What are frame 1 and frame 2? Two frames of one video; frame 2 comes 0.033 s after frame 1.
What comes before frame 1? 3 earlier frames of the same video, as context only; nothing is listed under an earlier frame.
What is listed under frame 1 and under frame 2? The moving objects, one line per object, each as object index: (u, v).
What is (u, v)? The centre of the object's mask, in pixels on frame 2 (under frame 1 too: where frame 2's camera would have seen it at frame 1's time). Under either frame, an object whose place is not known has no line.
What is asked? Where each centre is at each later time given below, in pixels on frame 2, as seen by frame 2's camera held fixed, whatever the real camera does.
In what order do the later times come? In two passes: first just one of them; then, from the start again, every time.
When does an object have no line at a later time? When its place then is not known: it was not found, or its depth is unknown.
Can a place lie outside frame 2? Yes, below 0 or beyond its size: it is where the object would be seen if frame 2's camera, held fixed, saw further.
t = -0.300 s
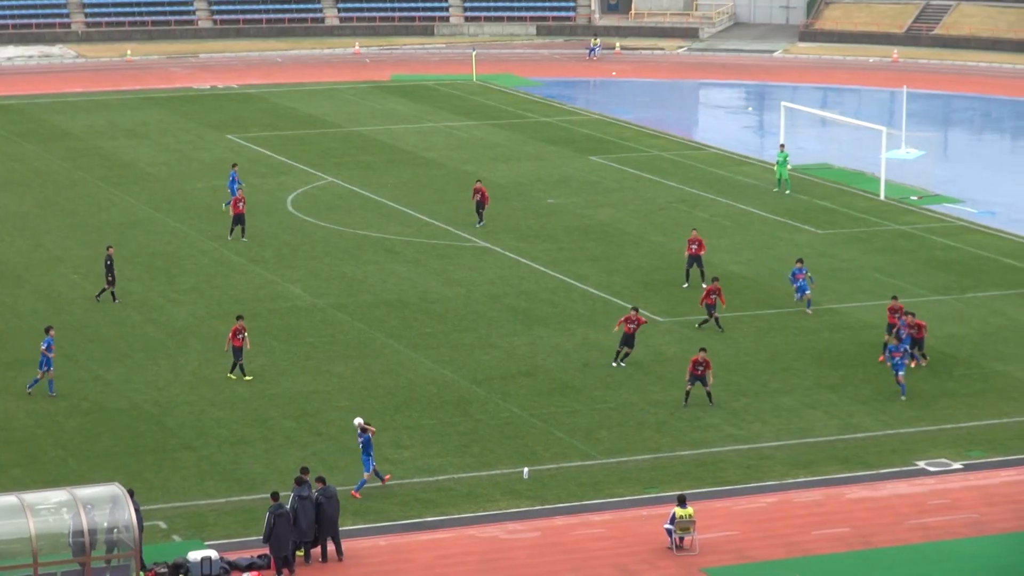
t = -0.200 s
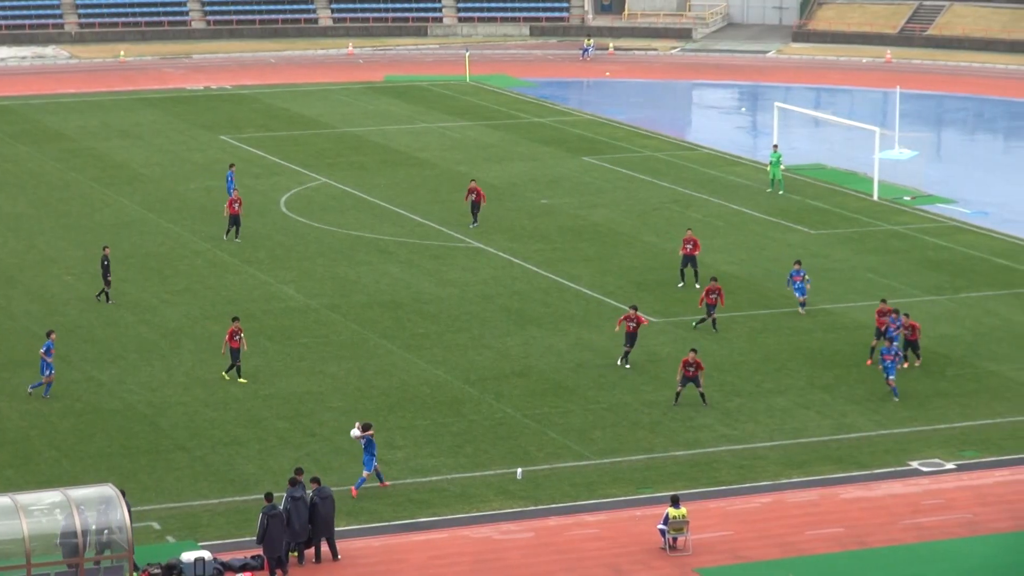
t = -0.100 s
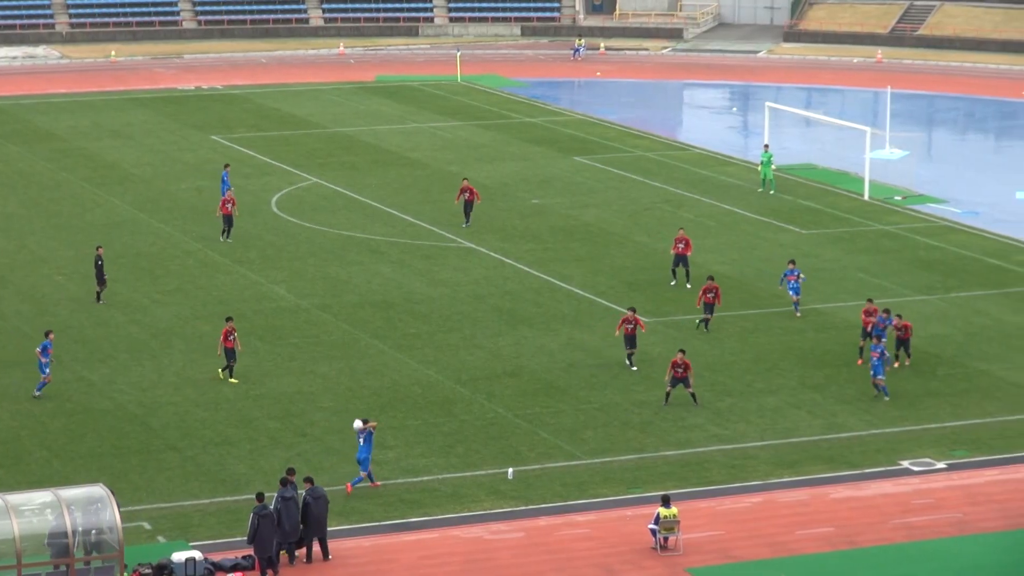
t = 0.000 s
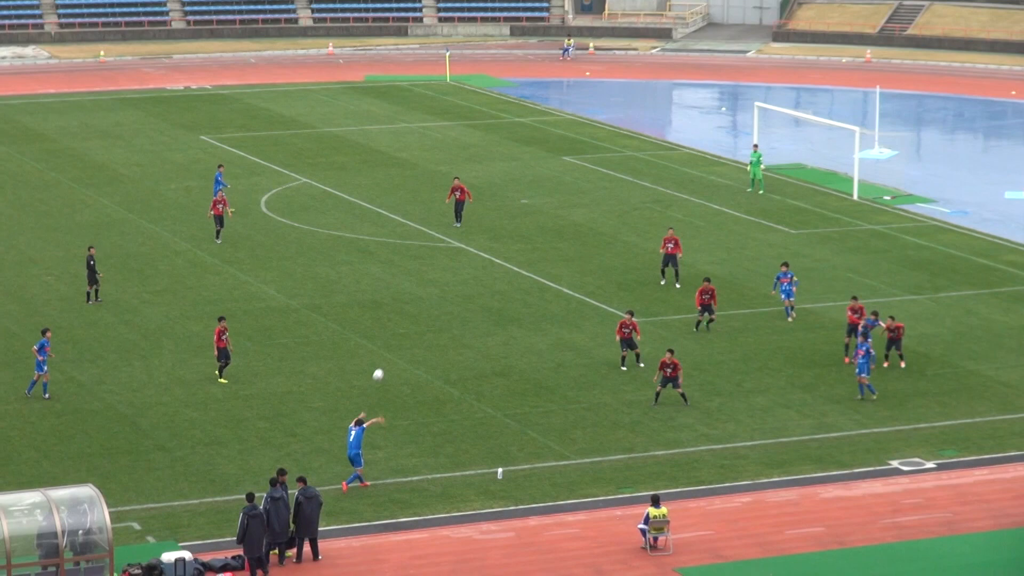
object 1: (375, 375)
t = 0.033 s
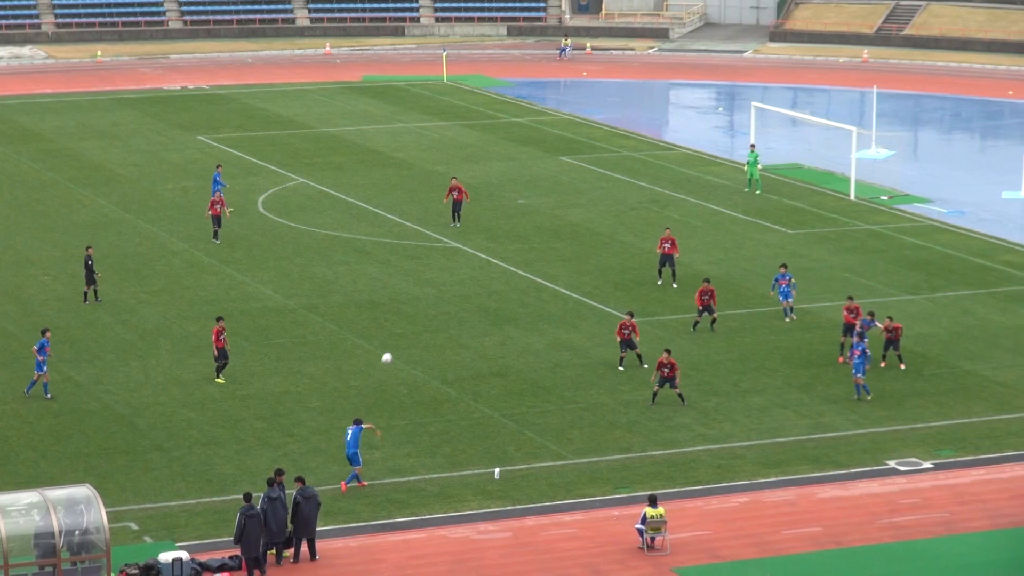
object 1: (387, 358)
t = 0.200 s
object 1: (442, 286)
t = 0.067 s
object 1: (398, 342)
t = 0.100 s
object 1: (409, 327)
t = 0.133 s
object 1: (420, 313)
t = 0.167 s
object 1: (431, 299)
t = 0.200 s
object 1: (442, 286)
